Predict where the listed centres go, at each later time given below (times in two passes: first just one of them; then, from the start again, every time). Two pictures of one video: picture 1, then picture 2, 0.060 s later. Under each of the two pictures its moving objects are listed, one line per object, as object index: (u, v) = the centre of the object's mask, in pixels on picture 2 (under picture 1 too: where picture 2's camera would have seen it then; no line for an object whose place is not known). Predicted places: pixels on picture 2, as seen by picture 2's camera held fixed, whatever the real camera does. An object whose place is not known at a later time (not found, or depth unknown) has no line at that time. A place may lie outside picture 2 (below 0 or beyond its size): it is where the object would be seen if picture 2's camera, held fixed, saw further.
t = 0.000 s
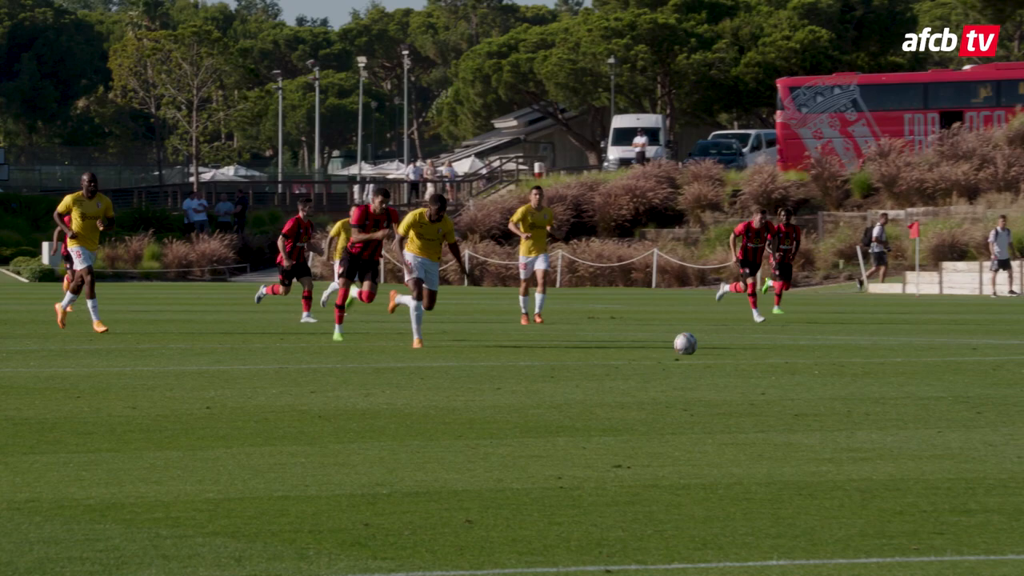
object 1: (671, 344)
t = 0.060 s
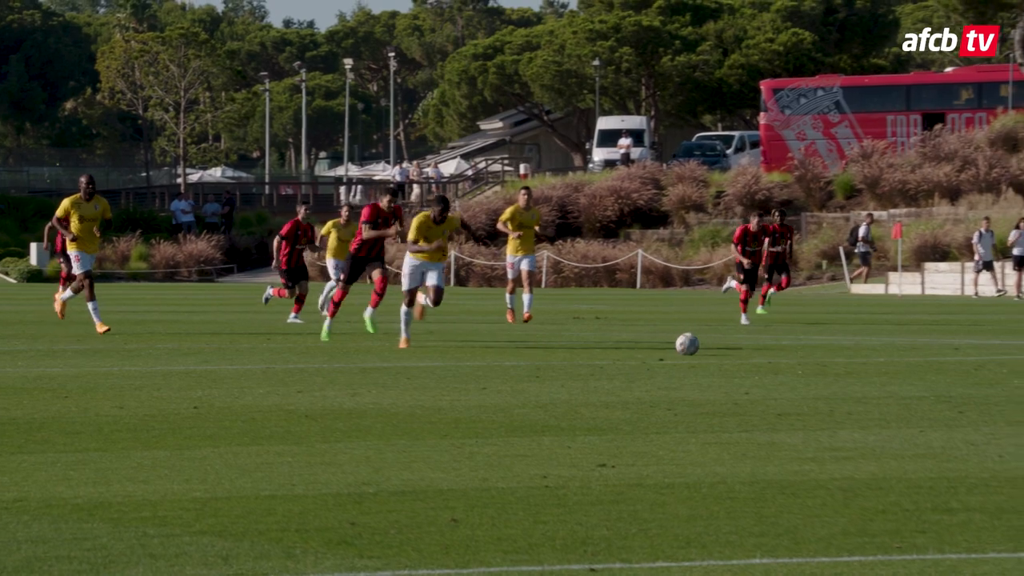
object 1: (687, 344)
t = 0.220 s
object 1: (732, 345)
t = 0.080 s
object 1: (693, 344)
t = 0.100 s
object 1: (698, 345)
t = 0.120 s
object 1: (703, 345)
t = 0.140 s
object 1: (709, 345)
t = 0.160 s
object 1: (714, 344)
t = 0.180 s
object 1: (720, 344)
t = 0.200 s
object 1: (726, 345)
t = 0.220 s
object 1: (732, 345)
